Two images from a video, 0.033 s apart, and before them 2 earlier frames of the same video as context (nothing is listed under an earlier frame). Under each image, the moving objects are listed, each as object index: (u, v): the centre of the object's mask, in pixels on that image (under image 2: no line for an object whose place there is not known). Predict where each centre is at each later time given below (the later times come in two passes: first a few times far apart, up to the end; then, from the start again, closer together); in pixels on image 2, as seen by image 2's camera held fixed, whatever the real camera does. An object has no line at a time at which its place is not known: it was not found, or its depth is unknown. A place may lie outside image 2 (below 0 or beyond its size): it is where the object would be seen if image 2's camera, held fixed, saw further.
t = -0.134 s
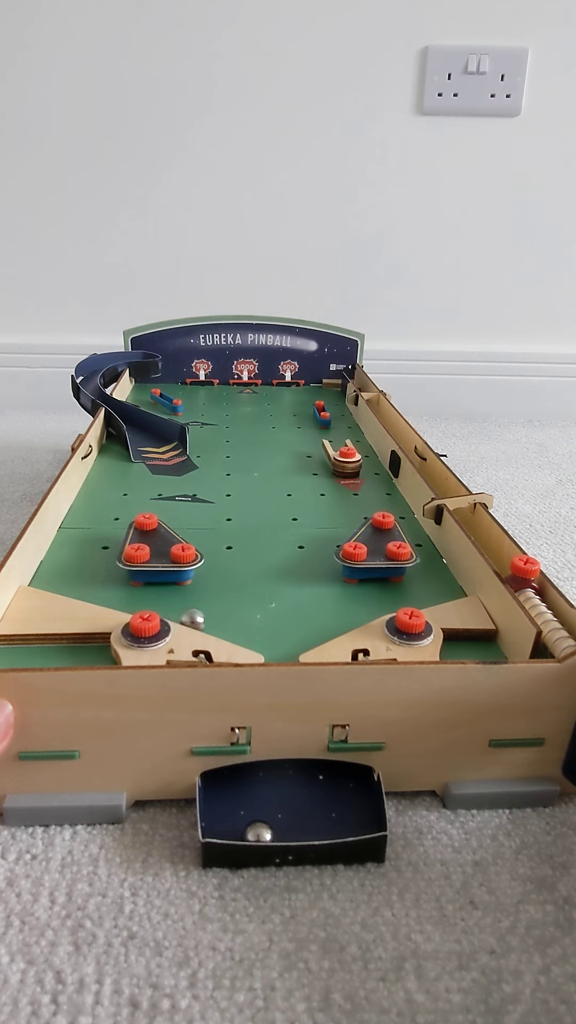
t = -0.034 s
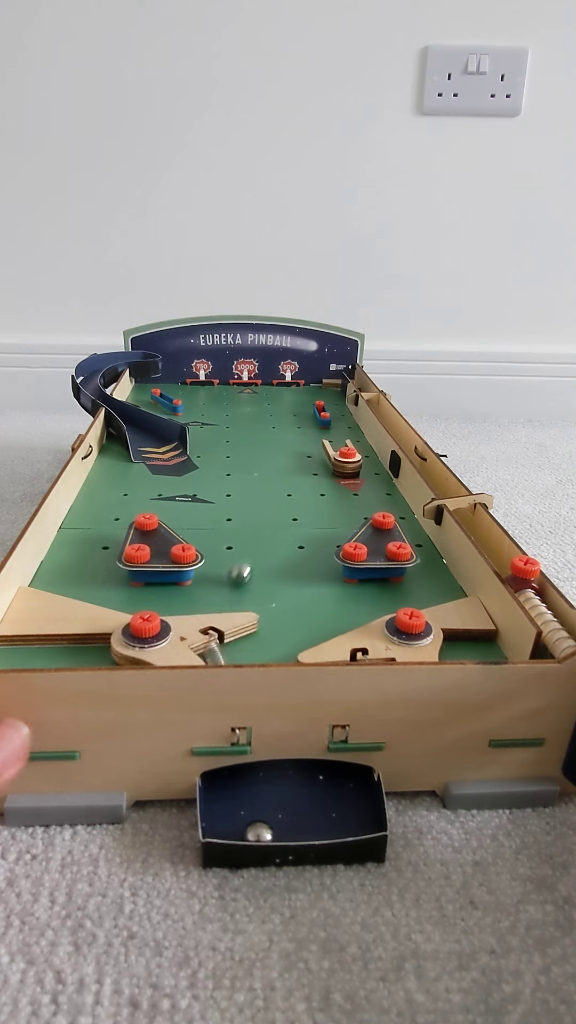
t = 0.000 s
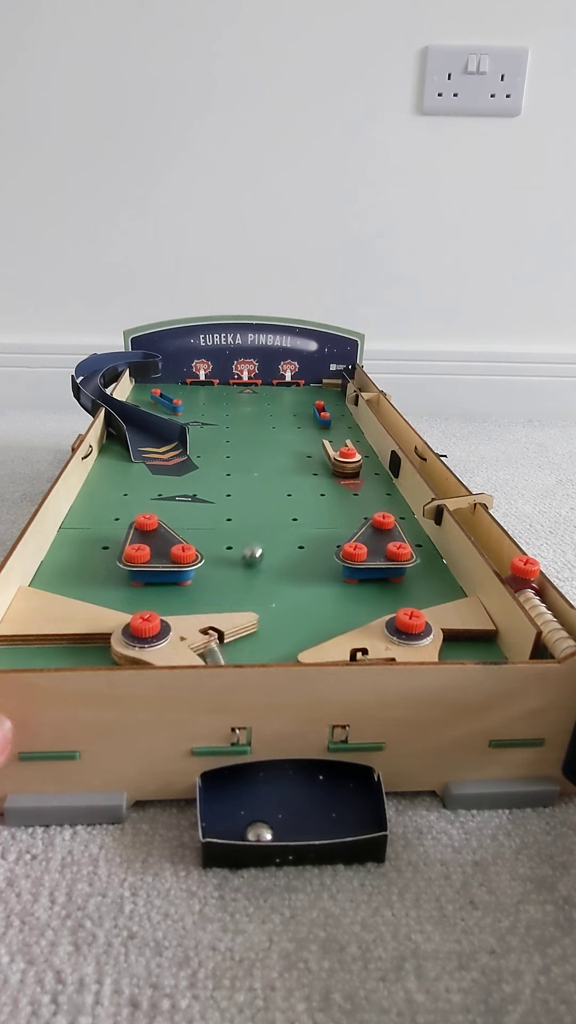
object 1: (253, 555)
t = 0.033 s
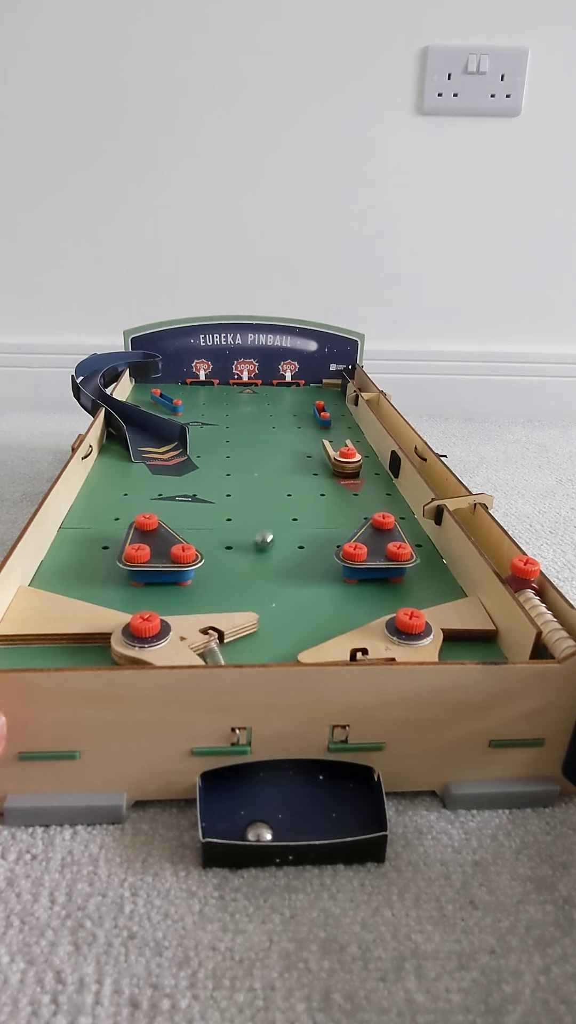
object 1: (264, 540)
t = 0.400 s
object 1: (362, 477)
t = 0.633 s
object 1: (374, 480)
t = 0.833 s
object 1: (370, 505)
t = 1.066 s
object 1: (350, 514)
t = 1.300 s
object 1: (320, 525)
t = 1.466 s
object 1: (300, 557)
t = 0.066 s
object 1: (274, 529)
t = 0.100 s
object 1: (284, 519)
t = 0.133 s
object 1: (293, 510)
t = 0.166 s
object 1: (302, 503)
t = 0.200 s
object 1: (311, 497)
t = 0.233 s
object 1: (320, 492)
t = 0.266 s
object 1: (328, 488)
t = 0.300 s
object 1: (337, 484)
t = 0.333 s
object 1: (345, 481)
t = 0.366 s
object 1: (354, 478)
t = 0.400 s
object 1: (362, 477)
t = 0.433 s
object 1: (370, 477)
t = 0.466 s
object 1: (379, 476)
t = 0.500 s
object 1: (383, 477)
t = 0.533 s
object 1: (380, 476)
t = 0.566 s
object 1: (377, 477)
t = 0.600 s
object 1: (375, 478)
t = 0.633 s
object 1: (374, 480)
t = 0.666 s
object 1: (373, 482)
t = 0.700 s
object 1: (372, 485)
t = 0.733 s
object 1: (371, 489)
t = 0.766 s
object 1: (371, 493)
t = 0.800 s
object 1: (370, 499)
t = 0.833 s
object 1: (370, 505)
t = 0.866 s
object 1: (369, 510)
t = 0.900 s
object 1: (368, 515)
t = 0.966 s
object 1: (363, 517)
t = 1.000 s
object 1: (359, 516)
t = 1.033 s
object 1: (355, 516)
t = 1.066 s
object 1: (350, 514)
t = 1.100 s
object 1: (345, 513)
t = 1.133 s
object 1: (341, 513)
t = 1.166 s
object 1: (337, 514)
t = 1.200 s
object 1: (332, 516)
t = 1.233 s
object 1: (328, 518)
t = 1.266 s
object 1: (324, 521)
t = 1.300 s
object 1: (320, 525)
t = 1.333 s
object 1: (316, 529)
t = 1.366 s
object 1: (312, 534)
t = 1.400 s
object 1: (308, 541)
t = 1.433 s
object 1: (304, 549)
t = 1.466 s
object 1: (300, 557)
